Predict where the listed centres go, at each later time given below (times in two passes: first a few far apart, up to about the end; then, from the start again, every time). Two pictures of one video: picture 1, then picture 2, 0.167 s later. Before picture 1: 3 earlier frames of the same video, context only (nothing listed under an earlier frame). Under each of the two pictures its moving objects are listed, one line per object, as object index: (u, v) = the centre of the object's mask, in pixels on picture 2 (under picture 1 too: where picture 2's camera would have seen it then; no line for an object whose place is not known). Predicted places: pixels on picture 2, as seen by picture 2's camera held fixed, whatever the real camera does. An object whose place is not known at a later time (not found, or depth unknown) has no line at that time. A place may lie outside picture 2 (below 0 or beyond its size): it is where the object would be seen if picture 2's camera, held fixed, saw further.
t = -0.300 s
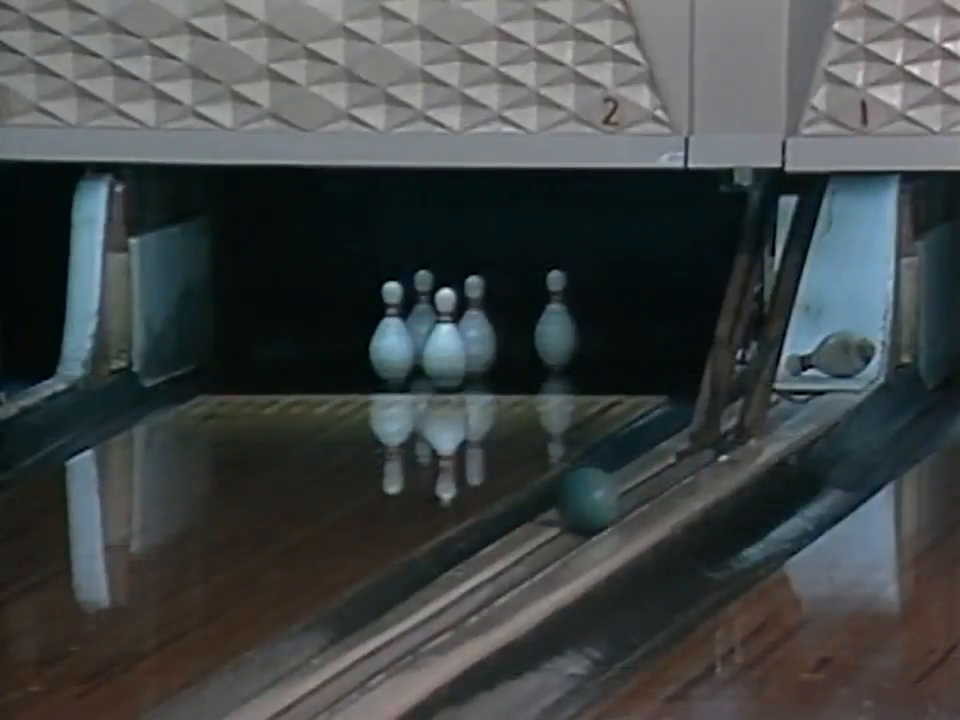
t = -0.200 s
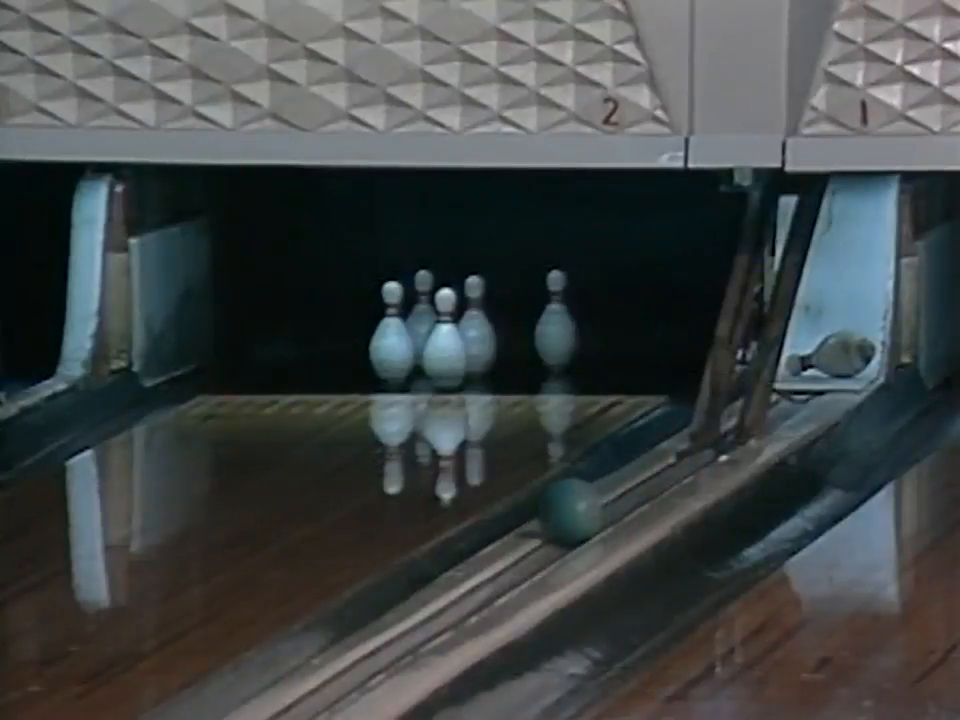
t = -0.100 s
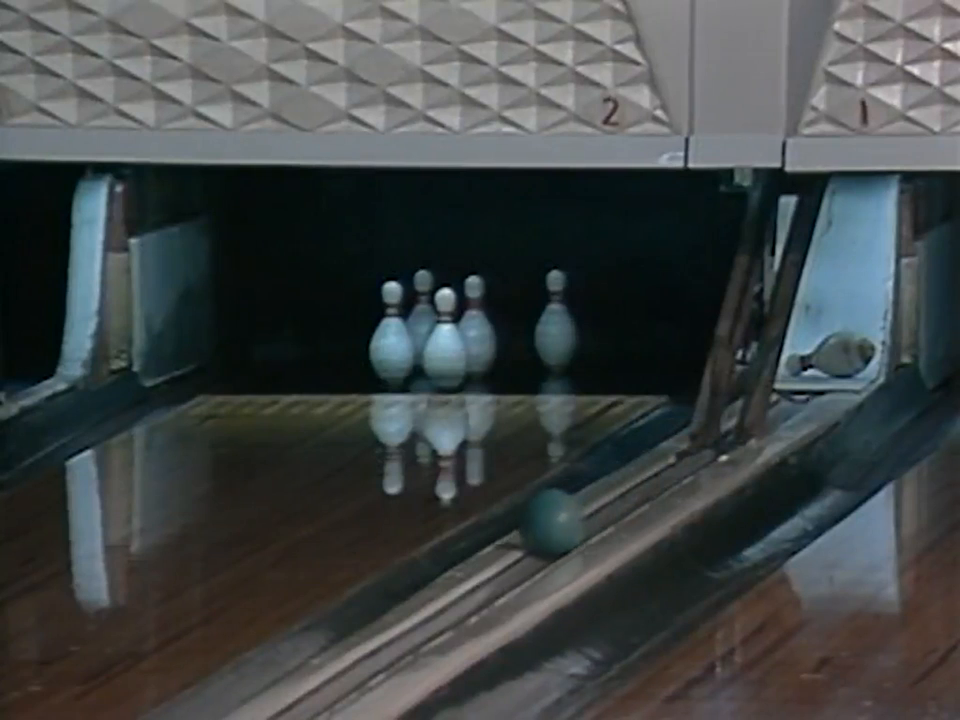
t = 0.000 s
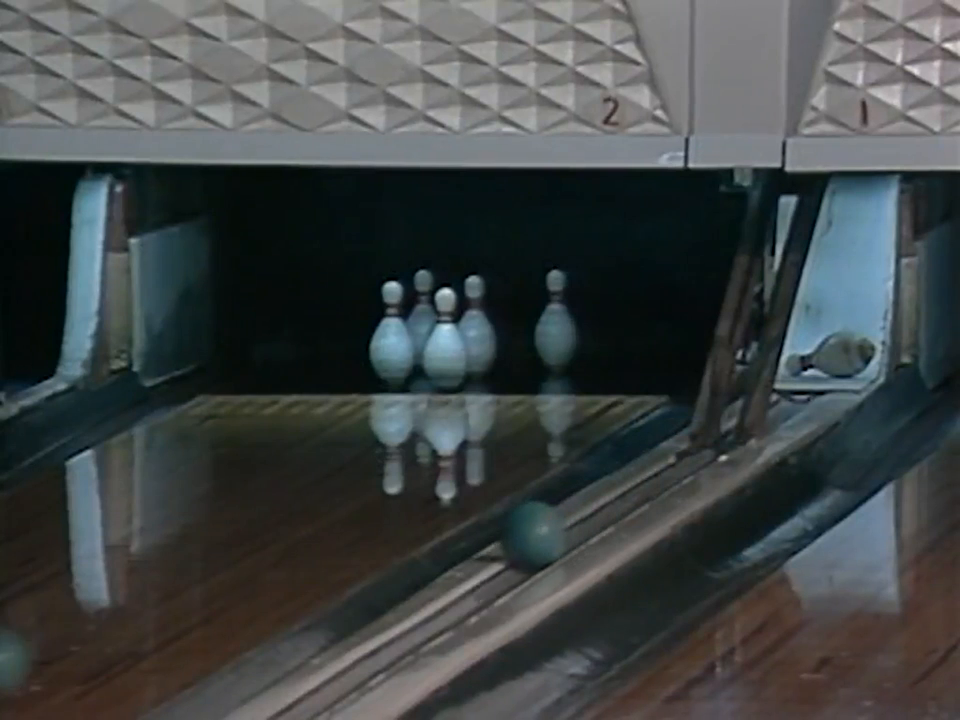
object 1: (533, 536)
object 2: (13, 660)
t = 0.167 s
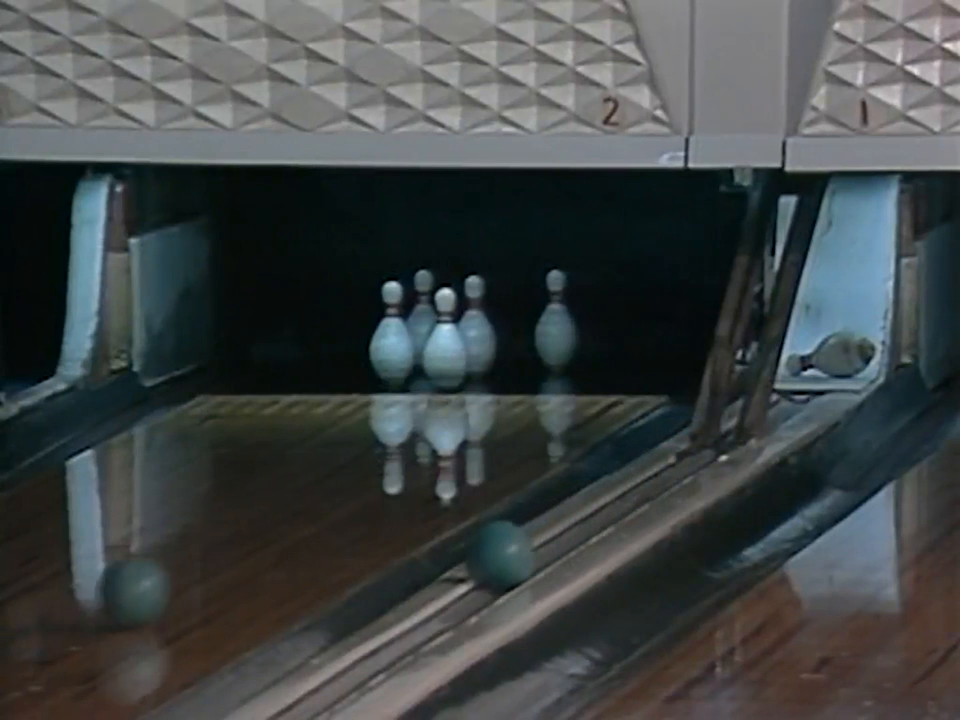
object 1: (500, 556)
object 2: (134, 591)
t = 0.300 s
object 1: (472, 573)
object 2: (233, 541)
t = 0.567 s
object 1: (416, 608)
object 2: (384, 463)
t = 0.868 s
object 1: (345, 651)
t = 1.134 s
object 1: (281, 690)
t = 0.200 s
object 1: (493, 560)
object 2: (160, 579)
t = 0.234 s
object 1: (487, 564)
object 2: (186, 565)
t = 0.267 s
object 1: (479, 569)
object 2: (210, 553)
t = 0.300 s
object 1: (472, 573)
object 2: (233, 541)
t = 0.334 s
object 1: (465, 578)
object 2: (254, 529)
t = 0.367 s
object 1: (459, 583)
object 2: (273, 520)
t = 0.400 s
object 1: (452, 587)
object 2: (294, 510)
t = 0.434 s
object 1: (445, 591)
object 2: (316, 499)
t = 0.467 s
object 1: (437, 596)
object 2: (332, 490)
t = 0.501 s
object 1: (431, 600)
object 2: (350, 481)
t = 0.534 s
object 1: (423, 603)
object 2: (366, 472)
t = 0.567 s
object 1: (416, 608)
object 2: (384, 463)
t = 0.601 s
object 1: (408, 612)
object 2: (402, 455)
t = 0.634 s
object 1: (401, 616)
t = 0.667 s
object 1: (393, 622)
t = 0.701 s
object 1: (383, 627)
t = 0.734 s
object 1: (379, 631)
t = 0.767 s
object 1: (369, 636)
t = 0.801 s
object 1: (359, 641)
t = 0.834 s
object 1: (352, 646)
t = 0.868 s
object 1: (345, 651)
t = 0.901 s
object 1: (337, 656)
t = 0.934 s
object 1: (329, 662)
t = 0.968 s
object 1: (321, 668)
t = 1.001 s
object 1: (314, 672)
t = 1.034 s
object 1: (305, 678)
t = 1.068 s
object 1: (297, 682)
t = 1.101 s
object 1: (288, 687)
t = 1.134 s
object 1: (281, 690)
